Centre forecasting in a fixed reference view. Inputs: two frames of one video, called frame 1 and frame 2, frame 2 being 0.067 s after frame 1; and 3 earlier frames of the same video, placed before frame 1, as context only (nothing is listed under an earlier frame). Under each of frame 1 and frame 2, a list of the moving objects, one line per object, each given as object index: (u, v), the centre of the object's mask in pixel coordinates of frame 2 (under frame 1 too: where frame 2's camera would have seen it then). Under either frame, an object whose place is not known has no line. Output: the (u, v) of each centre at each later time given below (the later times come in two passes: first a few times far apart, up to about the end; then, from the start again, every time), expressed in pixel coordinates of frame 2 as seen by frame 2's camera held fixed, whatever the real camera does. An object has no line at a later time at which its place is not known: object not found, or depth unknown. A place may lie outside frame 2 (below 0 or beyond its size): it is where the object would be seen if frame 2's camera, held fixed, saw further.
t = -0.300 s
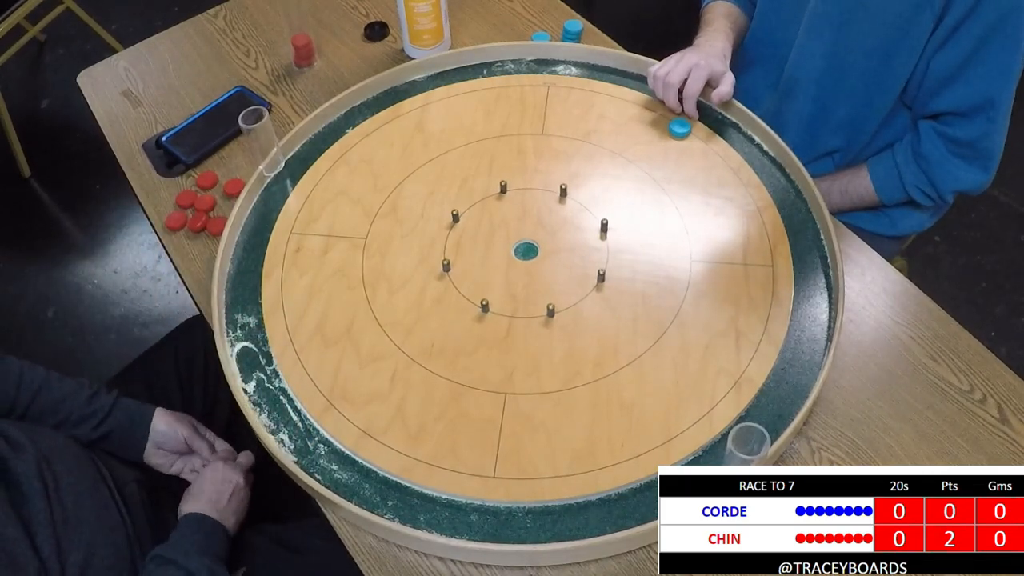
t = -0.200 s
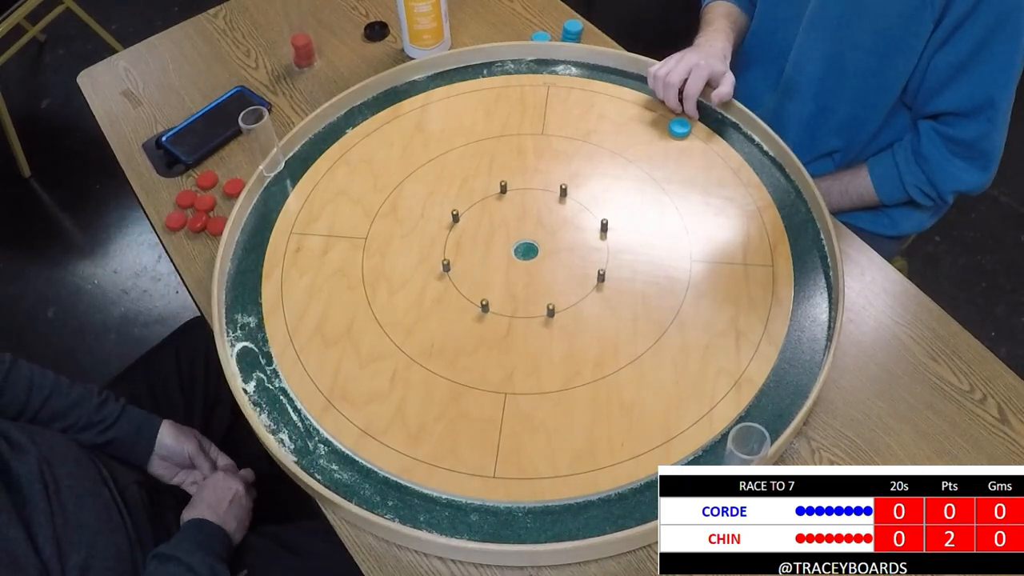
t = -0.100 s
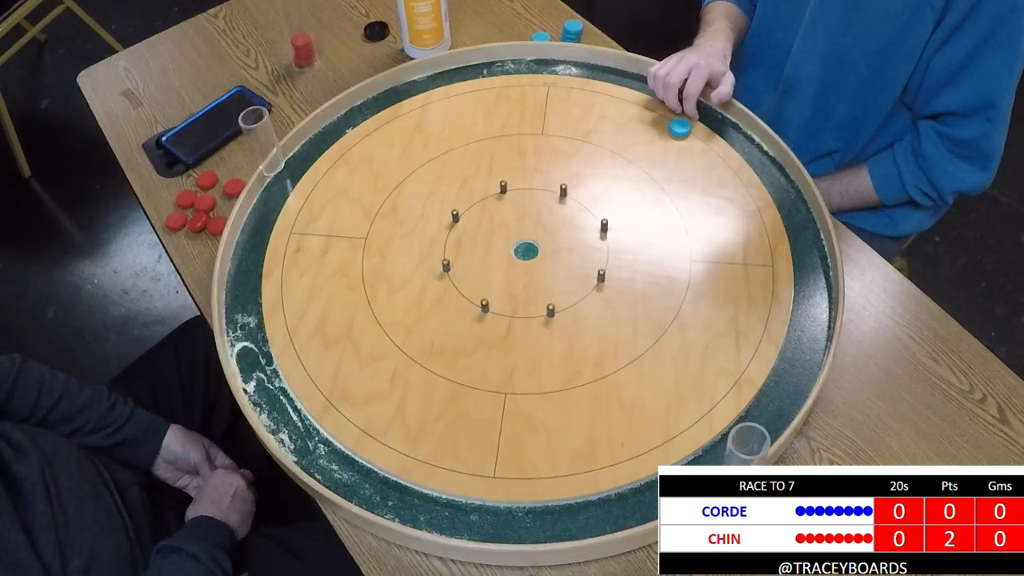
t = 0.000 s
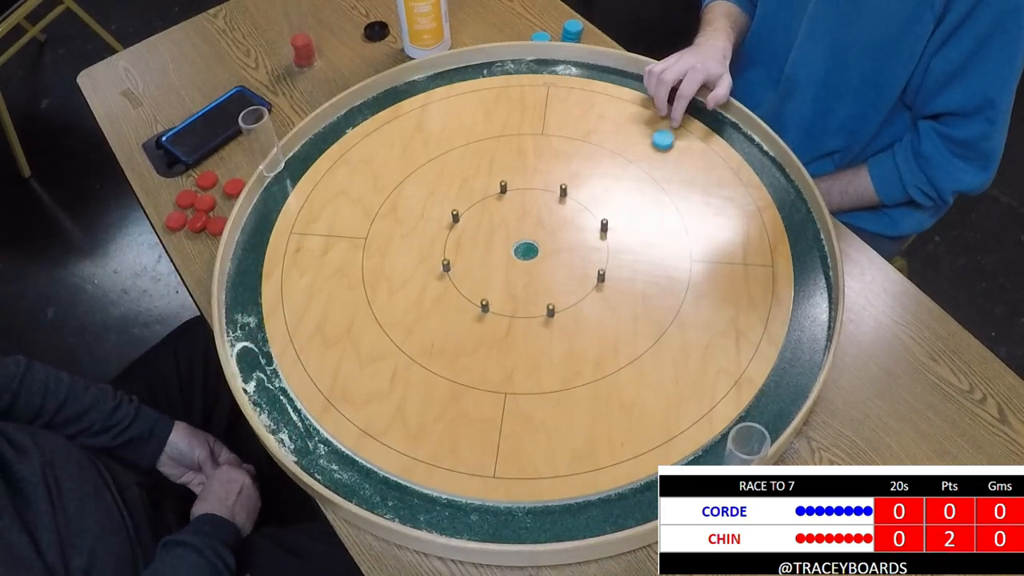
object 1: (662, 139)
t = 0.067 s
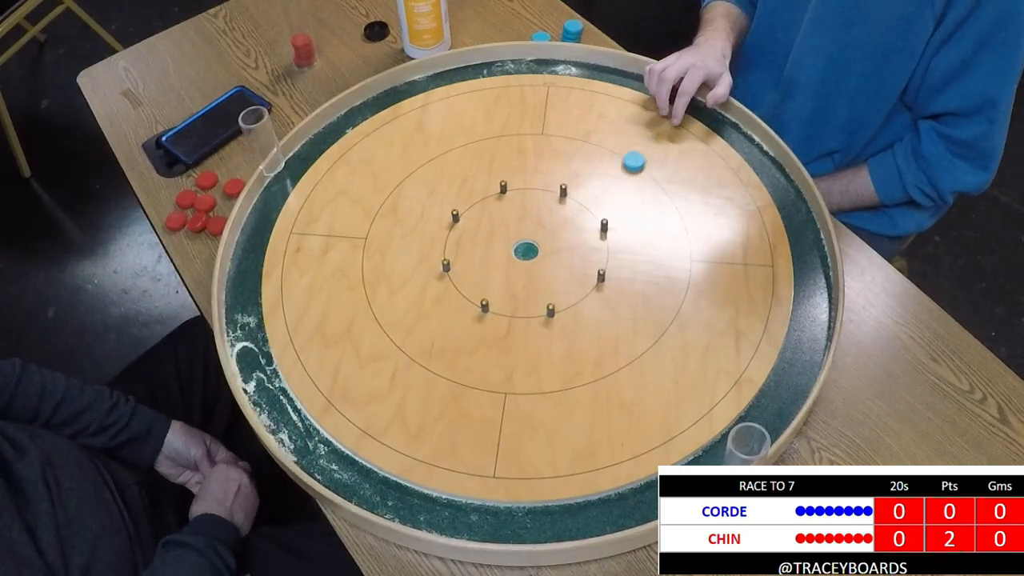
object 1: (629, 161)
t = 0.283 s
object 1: (539, 229)
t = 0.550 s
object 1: (470, 295)
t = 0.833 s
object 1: (415, 350)
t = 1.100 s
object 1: (378, 383)
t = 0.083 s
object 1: (623, 166)
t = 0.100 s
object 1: (616, 172)
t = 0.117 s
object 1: (611, 177)
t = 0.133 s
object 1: (603, 183)
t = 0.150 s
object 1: (596, 188)
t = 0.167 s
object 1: (589, 193)
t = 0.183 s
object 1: (582, 199)
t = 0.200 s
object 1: (574, 204)
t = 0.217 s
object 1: (567, 209)
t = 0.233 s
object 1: (560, 214)
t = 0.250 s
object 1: (553, 219)
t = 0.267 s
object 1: (546, 224)
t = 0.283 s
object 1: (539, 229)
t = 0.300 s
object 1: (533, 233)
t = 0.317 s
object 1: (526, 239)
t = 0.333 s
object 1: (519, 244)
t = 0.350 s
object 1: (514, 248)
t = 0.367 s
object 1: (509, 251)
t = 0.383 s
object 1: (506, 254)
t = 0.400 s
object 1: (502, 260)
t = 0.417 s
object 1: (498, 265)
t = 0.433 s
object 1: (494, 268)
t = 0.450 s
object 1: (491, 272)
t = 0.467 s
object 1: (487, 276)
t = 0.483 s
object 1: (484, 280)
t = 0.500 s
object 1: (480, 284)
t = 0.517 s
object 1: (476, 288)
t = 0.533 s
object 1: (473, 291)
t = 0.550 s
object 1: (470, 295)
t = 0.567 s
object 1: (466, 299)
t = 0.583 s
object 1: (463, 303)
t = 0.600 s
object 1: (459, 306)
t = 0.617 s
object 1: (456, 310)
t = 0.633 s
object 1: (453, 313)
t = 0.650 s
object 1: (449, 317)
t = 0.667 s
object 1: (446, 320)
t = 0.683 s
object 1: (443, 323)
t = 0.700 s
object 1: (440, 326)
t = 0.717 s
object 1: (437, 330)
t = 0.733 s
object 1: (434, 333)
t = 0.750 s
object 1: (430, 336)
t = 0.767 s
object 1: (427, 339)
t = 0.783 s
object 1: (424, 341)
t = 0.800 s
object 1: (421, 345)
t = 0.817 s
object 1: (418, 347)
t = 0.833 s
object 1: (415, 350)
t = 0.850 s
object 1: (412, 353)
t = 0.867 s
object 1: (409, 356)
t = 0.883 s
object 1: (407, 358)
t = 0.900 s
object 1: (404, 361)
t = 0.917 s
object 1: (401, 363)
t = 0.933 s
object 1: (399, 365)
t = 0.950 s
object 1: (396, 367)
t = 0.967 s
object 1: (394, 369)
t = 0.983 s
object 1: (392, 371)
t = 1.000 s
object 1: (389, 373)
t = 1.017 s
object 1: (387, 375)
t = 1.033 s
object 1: (385, 377)
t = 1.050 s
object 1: (383, 378)
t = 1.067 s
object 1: (382, 380)
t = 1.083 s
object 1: (380, 381)
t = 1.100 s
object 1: (378, 383)
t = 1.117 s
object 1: (377, 384)
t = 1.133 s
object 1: (375, 386)
